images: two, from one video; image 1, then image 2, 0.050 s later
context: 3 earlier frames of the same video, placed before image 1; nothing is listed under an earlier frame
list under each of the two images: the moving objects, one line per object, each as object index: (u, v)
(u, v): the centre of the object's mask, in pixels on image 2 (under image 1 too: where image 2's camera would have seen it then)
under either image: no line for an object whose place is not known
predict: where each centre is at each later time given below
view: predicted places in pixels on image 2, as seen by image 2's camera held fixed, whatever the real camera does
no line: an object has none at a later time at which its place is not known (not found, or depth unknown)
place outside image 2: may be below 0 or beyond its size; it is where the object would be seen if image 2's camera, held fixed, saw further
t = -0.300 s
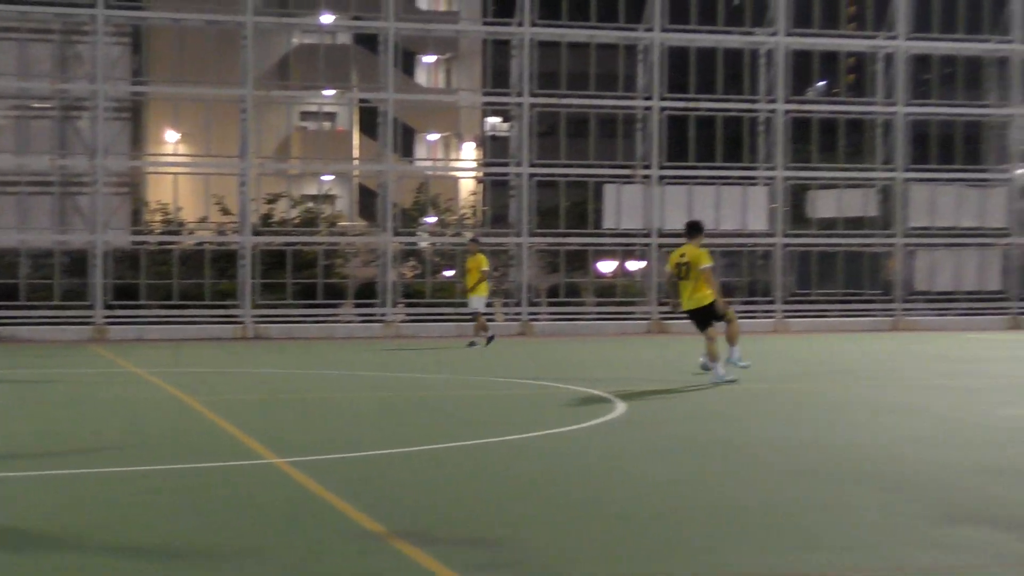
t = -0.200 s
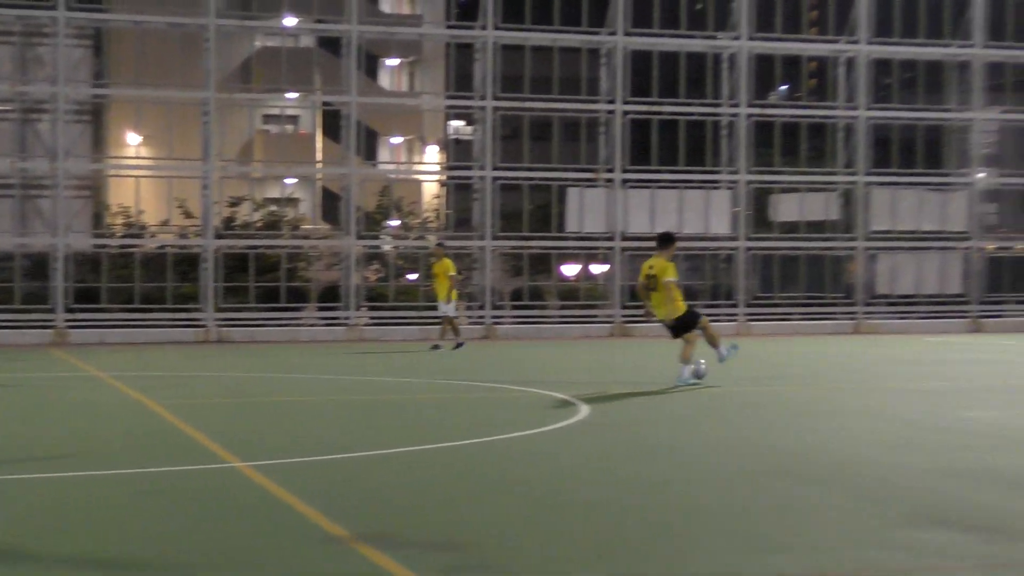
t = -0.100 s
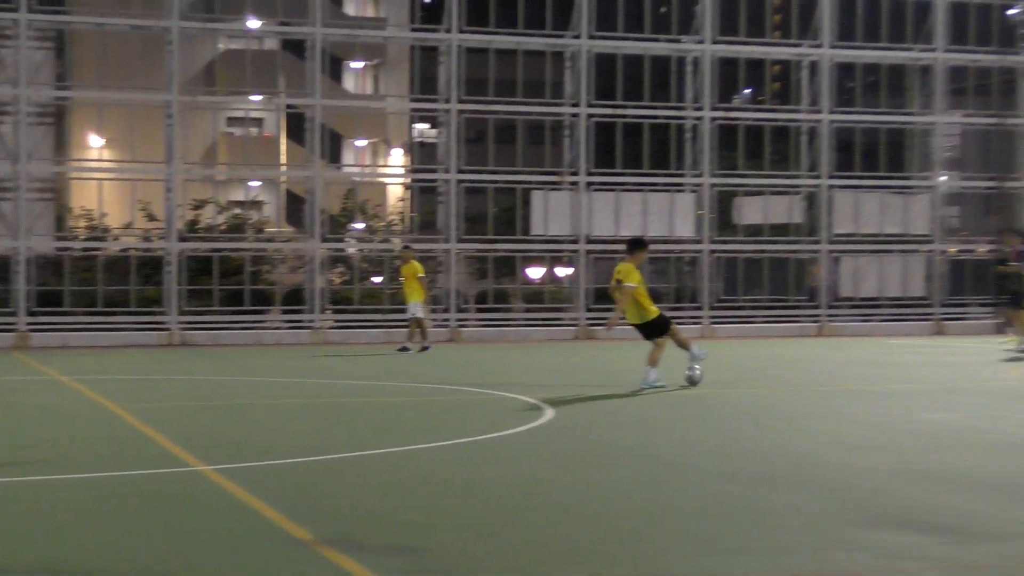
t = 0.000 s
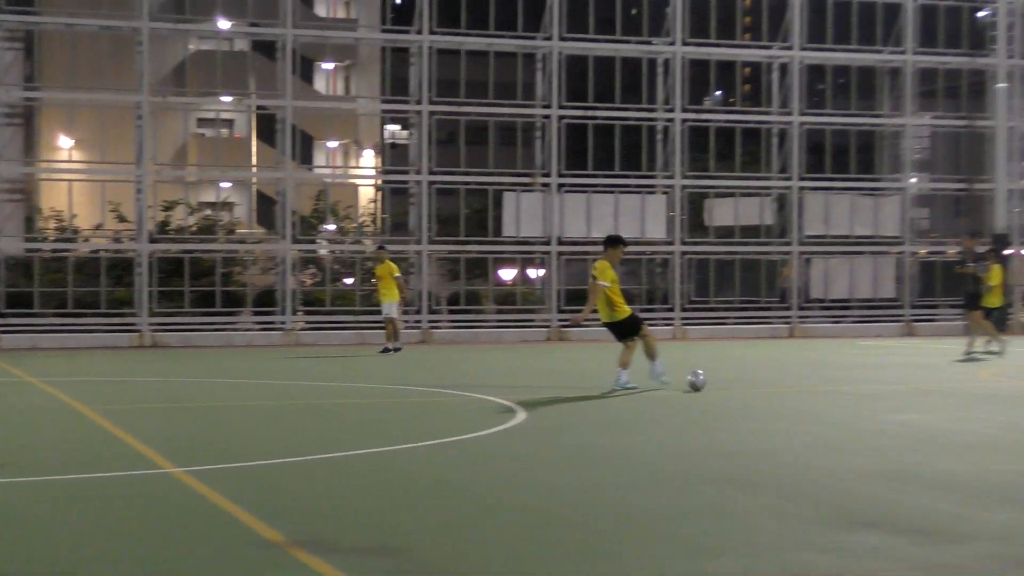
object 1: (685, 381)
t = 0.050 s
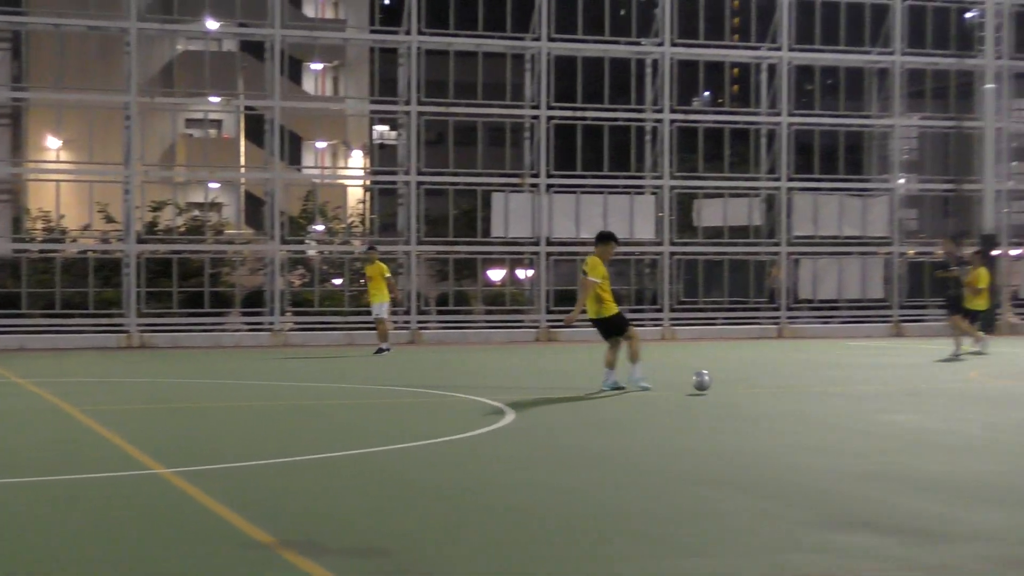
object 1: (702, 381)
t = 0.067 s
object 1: (707, 381)
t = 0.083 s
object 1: (713, 382)
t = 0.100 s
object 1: (719, 384)
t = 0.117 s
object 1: (725, 386)
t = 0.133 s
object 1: (730, 386)
